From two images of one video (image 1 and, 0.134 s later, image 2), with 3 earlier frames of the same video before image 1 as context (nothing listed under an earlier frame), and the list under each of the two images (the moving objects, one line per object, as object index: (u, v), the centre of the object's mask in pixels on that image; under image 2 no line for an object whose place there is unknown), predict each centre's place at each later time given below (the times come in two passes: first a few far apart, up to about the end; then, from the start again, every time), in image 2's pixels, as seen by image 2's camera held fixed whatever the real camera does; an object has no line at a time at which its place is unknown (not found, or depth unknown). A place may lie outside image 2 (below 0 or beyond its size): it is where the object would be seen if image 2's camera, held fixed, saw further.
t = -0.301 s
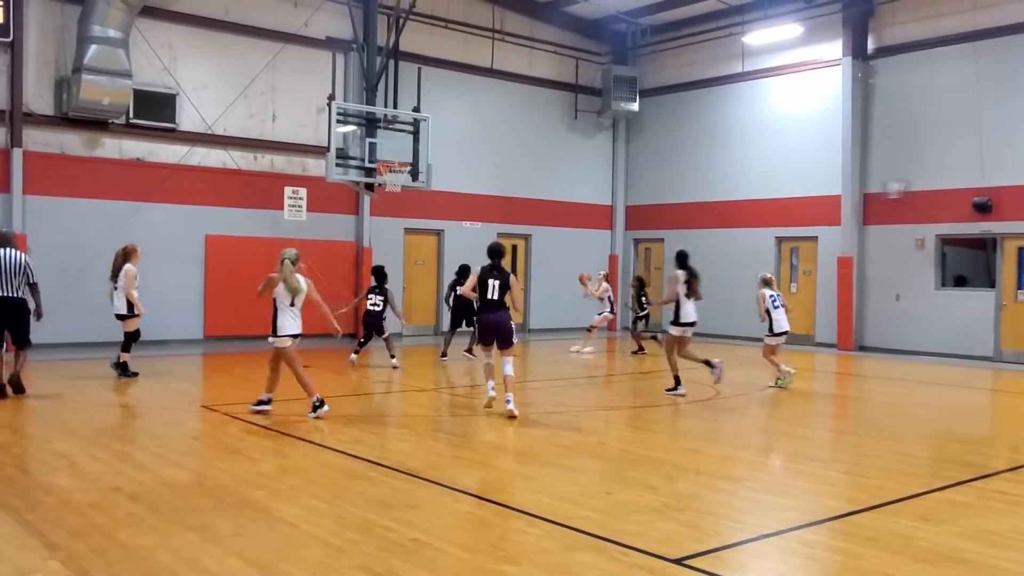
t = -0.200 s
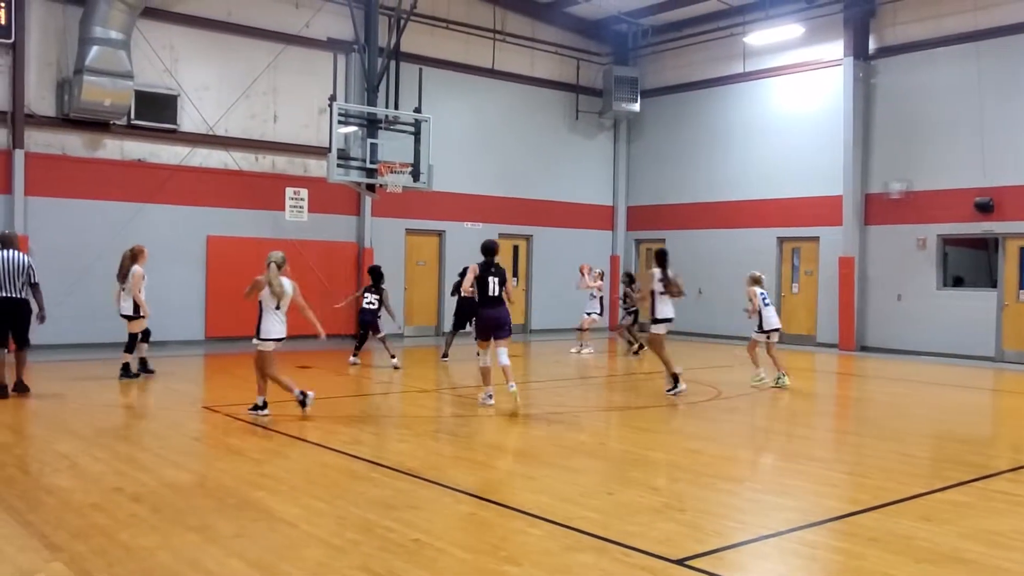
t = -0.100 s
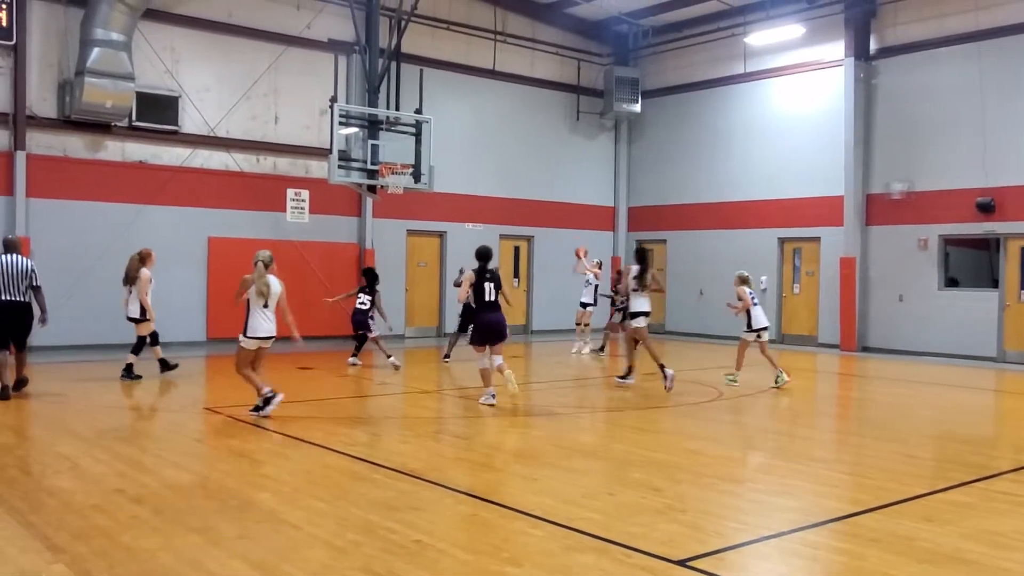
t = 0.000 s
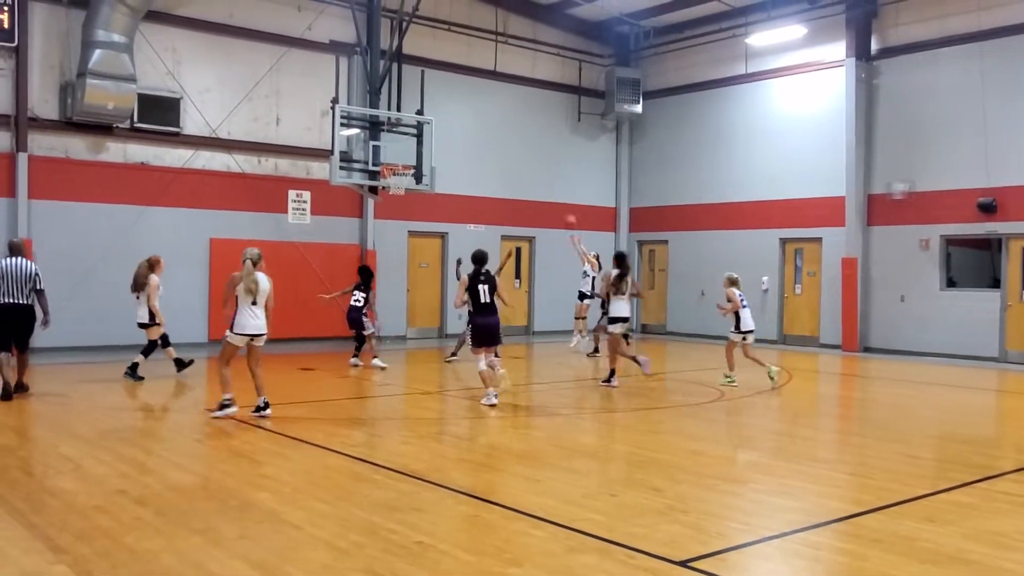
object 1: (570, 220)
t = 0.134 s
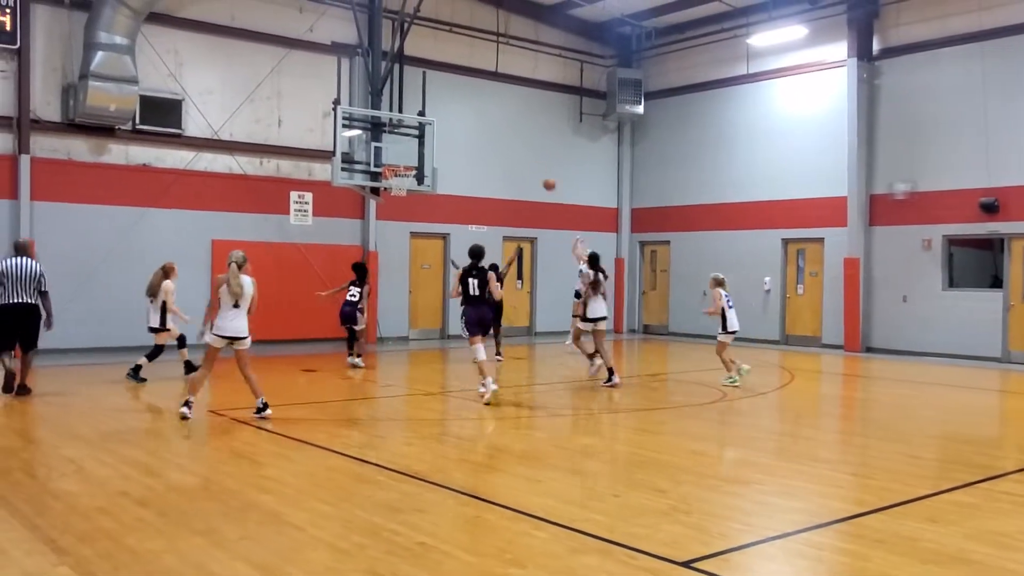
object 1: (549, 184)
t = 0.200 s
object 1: (538, 167)
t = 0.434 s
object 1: (498, 130)
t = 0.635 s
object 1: (462, 122)
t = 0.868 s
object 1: (419, 141)
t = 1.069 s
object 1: (392, 181)
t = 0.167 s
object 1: (543, 176)
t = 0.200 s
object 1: (538, 167)
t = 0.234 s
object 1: (532, 160)
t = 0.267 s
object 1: (527, 153)
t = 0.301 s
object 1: (521, 147)
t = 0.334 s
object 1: (515, 142)
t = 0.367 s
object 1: (509, 138)
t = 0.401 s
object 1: (504, 133)
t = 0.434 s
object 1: (498, 130)
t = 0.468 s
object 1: (492, 127)
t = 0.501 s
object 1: (486, 125)
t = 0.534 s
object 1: (480, 123)
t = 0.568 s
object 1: (474, 122)
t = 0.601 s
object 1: (468, 122)
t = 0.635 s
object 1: (462, 122)
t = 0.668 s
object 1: (456, 123)
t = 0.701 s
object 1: (449, 124)
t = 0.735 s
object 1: (443, 126)
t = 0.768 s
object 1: (438, 129)
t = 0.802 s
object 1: (431, 132)
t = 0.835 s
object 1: (425, 136)
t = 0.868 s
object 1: (419, 141)
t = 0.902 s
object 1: (413, 147)
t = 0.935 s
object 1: (406, 154)
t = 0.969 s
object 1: (400, 160)
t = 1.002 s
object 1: (398, 169)
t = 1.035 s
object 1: (391, 173)
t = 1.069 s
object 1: (392, 181)
